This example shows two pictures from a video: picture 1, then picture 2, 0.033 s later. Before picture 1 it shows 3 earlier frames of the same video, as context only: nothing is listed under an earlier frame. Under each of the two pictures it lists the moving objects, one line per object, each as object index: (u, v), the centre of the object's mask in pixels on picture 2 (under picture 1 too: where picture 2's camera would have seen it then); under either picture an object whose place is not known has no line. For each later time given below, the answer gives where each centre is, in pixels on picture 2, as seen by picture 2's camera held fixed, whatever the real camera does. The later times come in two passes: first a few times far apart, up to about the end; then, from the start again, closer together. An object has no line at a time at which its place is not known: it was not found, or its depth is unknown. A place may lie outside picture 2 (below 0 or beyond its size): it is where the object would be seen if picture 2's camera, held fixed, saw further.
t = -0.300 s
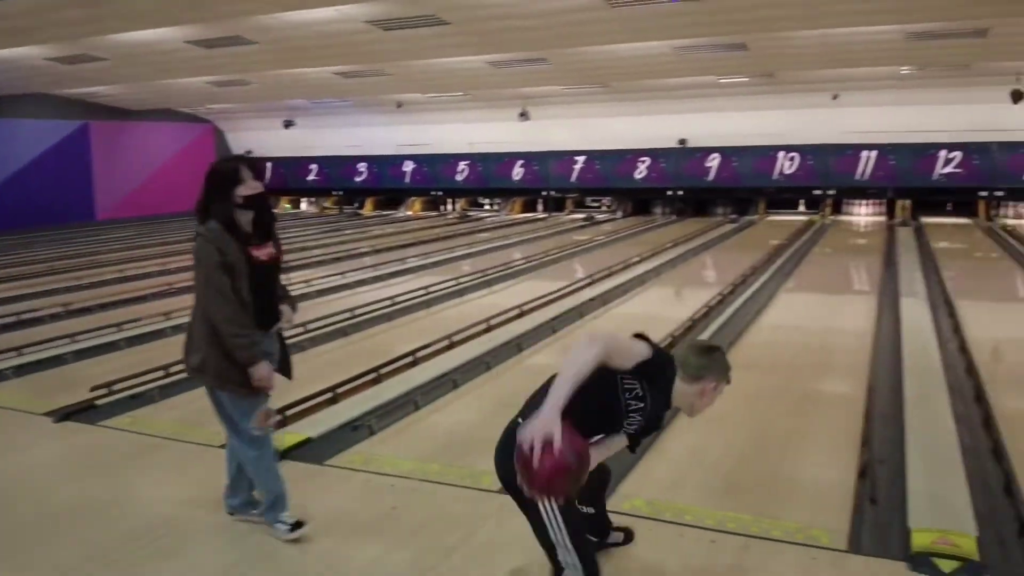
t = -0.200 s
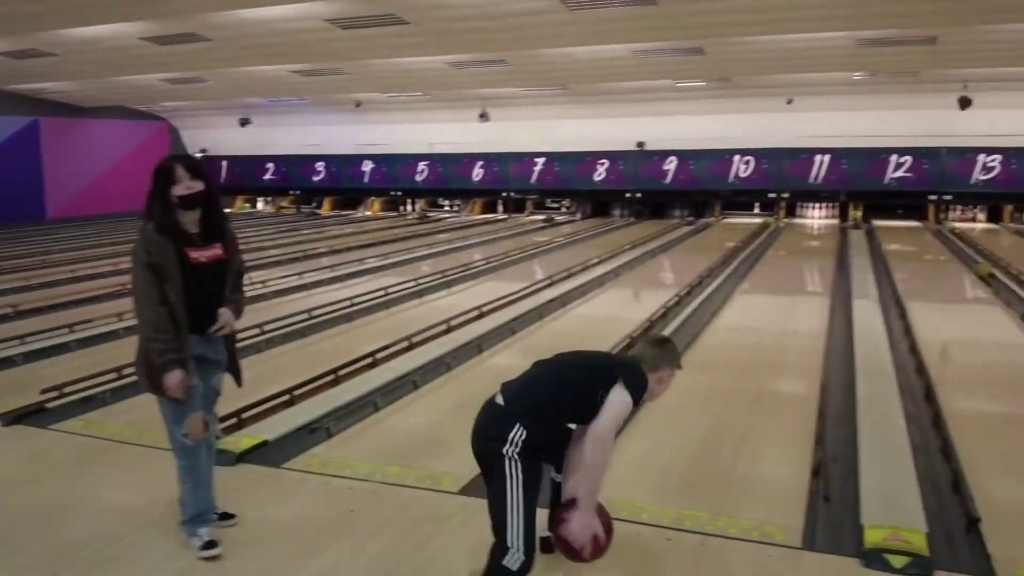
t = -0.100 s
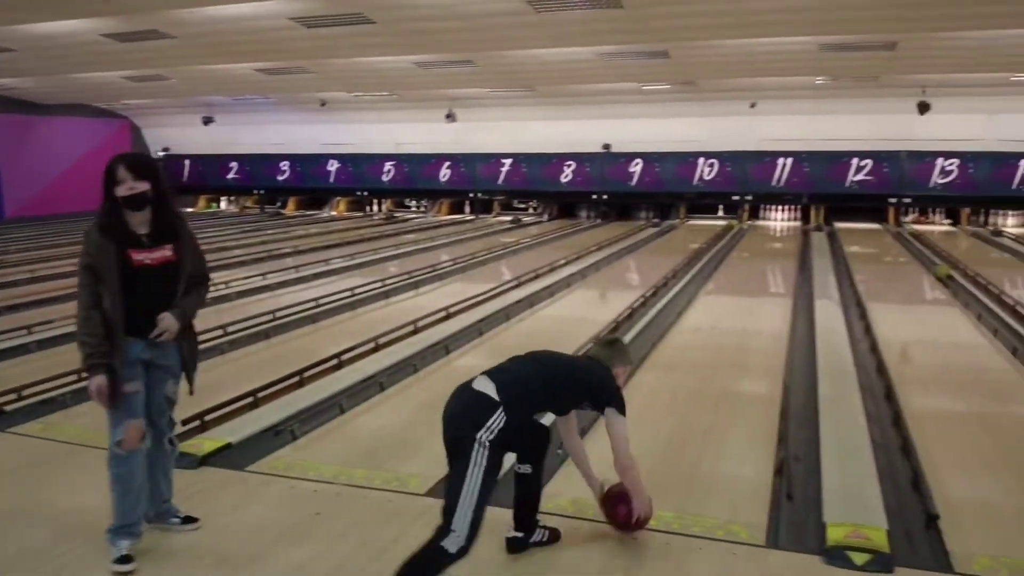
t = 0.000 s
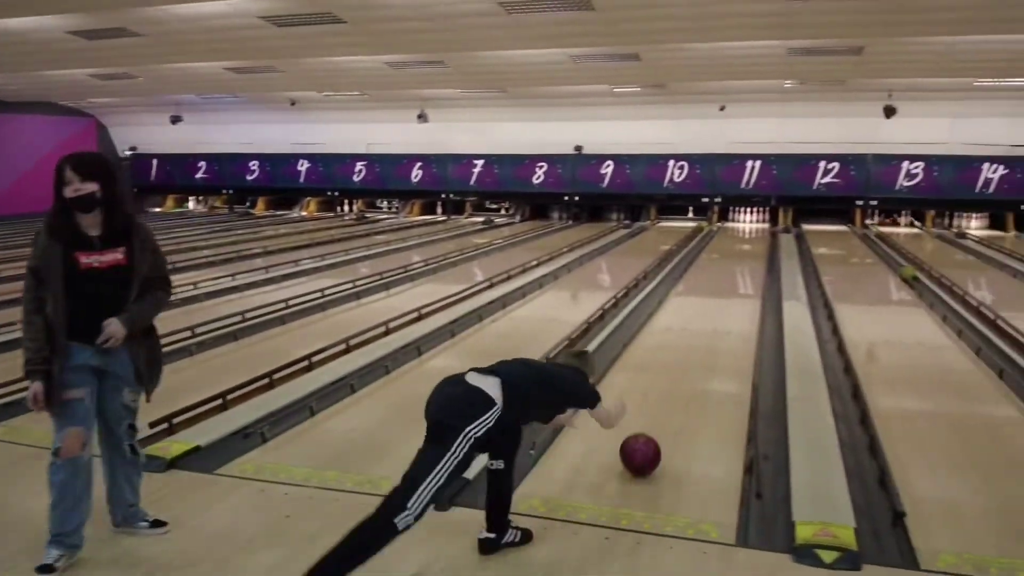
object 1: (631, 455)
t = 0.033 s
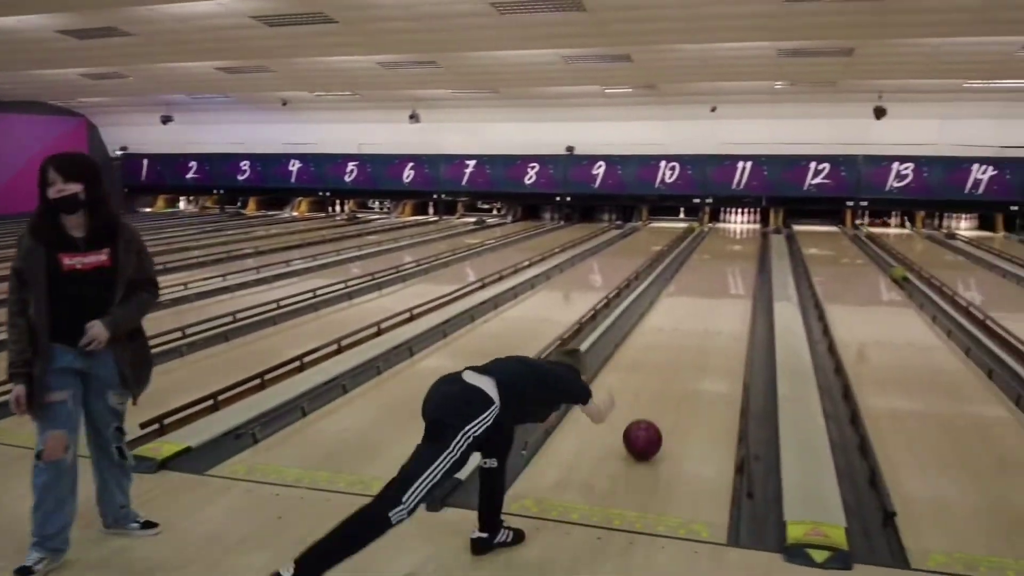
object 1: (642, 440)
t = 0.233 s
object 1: (688, 373)
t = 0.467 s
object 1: (718, 327)
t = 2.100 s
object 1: (720, 231)
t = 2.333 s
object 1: (716, 227)
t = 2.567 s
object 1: (724, 223)
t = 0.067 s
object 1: (652, 426)
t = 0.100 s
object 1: (661, 413)
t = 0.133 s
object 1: (668, 402)
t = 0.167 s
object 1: (676, 392)
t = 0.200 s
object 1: (682, 382)
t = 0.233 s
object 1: (688, 373)
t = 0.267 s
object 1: (693, 365)
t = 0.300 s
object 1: (698, 357)
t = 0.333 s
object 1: (702, 350)
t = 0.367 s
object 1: (707, 344)
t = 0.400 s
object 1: (711, 338)
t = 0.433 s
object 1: (715, 333)
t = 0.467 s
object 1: (718, 327)
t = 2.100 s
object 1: (720, 231)
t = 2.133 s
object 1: (718, 230)
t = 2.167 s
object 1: (717, 230)
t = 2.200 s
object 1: (715, 229)
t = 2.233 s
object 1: (713, 229)
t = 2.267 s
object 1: (713, 228)
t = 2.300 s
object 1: (714, 228)
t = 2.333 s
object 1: (716, 227)
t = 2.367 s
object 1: (717, 226)
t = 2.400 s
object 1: (718, 226)
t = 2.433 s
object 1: (719, 225)
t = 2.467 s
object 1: (721, 225)
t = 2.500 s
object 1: (722, 225)
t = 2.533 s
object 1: (722, 224)
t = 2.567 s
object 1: (724, 223)
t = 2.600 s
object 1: (724, 223)
